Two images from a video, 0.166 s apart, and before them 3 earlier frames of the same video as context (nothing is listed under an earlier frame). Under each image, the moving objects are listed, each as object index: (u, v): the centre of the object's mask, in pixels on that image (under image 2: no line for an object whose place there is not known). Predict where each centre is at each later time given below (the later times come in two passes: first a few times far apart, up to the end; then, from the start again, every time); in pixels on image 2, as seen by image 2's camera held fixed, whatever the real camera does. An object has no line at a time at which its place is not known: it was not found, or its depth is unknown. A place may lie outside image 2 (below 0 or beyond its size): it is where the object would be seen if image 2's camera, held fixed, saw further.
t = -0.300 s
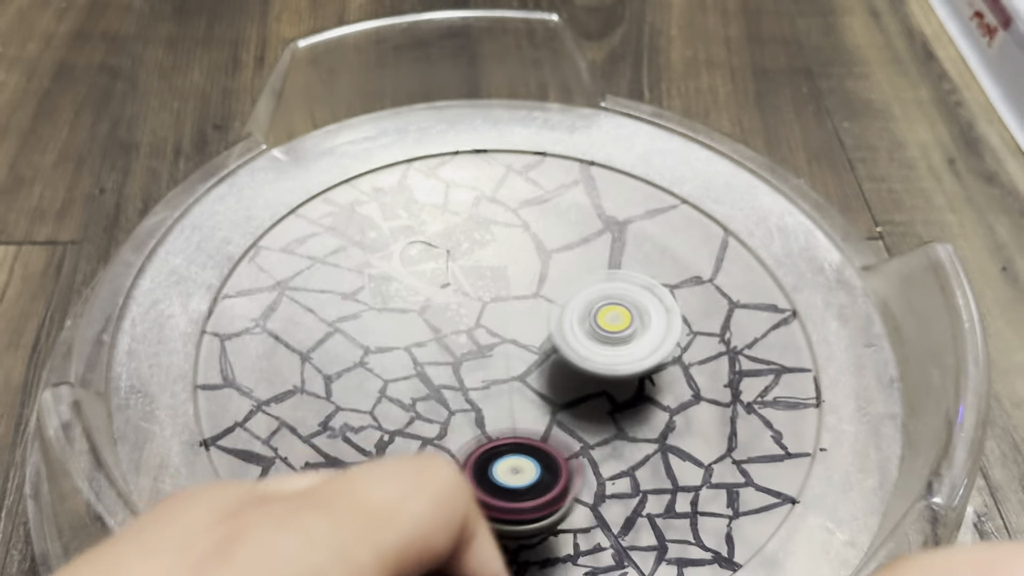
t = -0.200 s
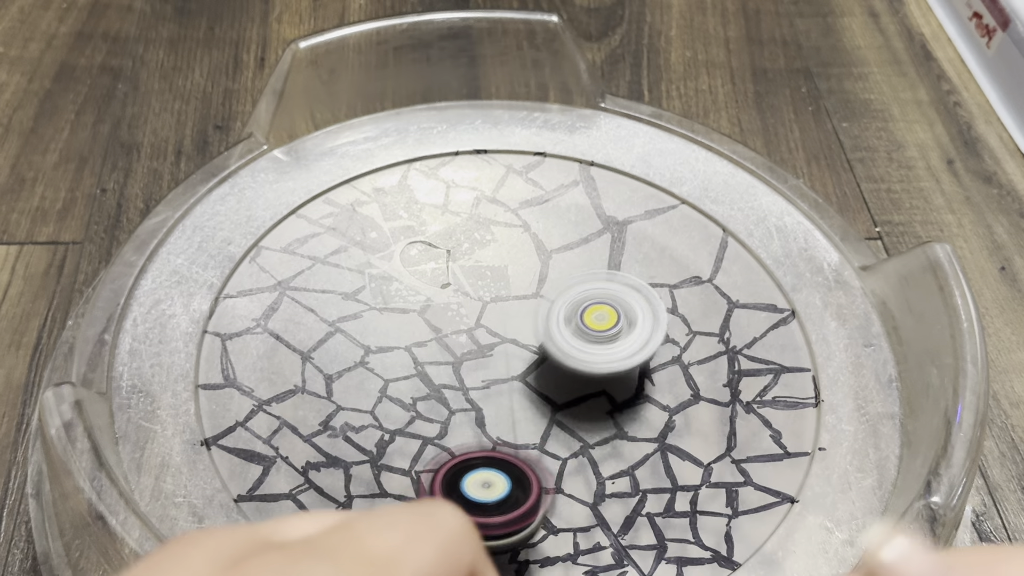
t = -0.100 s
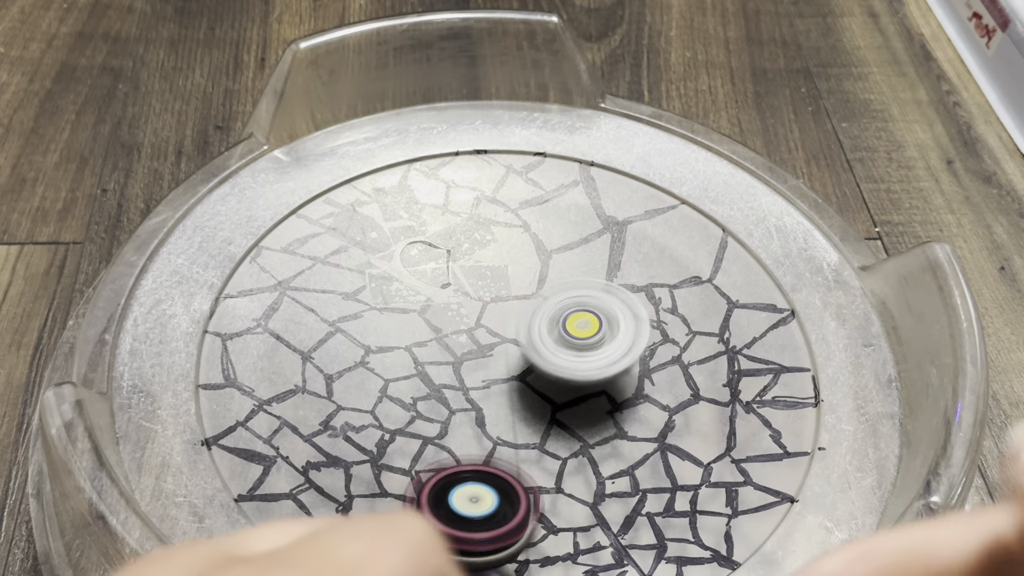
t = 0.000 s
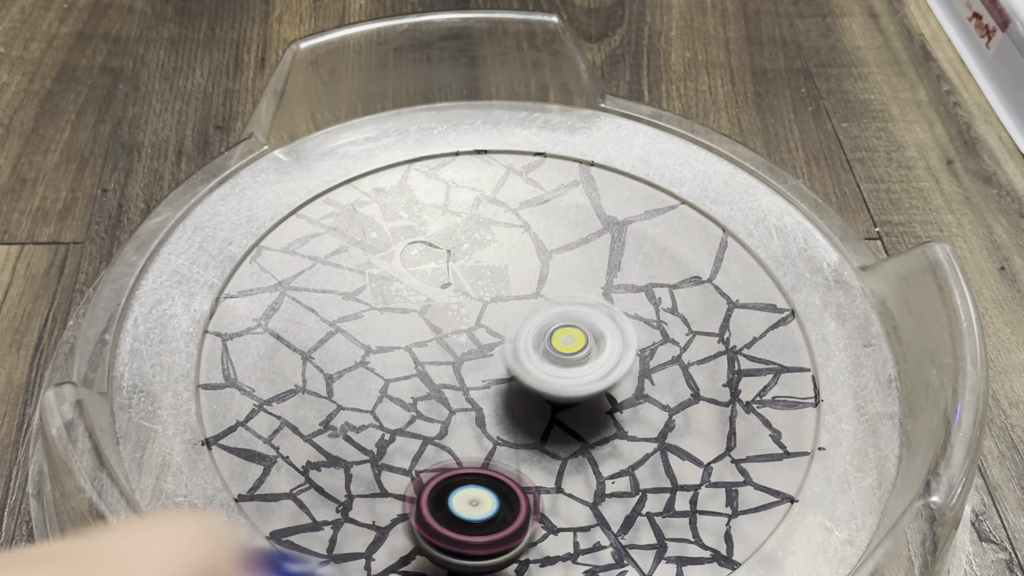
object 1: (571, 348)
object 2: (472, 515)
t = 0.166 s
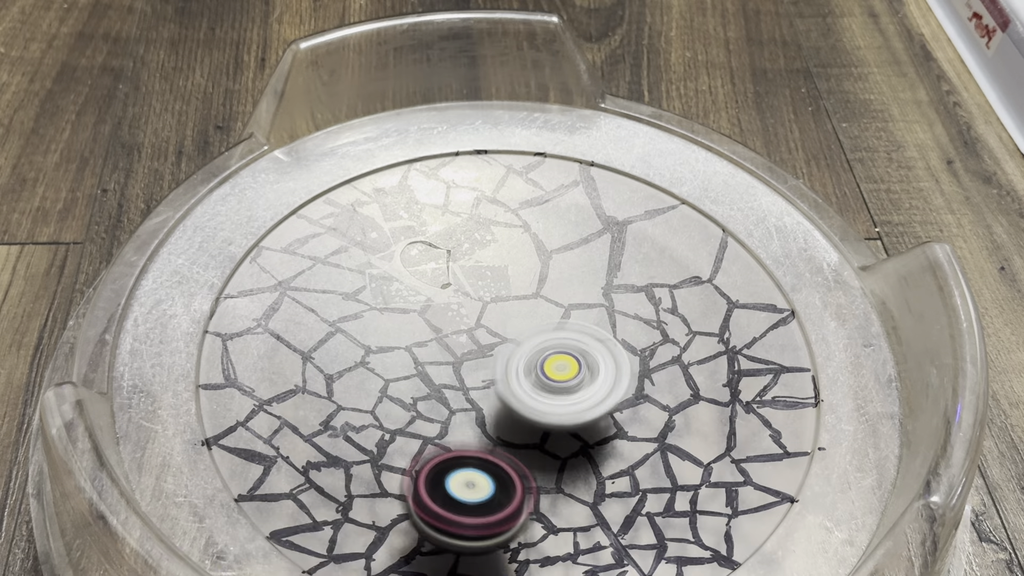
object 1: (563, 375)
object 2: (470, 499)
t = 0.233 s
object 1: (563, 382)
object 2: (462, 483)
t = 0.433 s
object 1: (560, 396)
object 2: (396, 432)
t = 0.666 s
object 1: (539, 398)
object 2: (316, 410)
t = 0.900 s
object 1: (503, 396)
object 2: (318, 412)
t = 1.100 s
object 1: (495, 391)
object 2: (342, 373)
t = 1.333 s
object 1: (485, 365)
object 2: (330, 310)
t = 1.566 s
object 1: (458, 347)
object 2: (312, 288)
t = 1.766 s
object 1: (454, 348)
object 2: (339, 288)
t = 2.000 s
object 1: (498, 339)
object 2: (407, 264)
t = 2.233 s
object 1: (533, 324)
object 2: (431, 215)
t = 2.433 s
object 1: (543, 314)
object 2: (441, 221)
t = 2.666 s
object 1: (558, 331)
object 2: (491, 227)
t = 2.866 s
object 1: (575, 343)
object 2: (532, 237)
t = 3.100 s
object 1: (574, 352)
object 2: (585, 251)
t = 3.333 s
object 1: (555, 370)
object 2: (622, 259)
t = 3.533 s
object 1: (541, 385)
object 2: (637, 277)
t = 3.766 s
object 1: (523, 390)
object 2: (651, 316)
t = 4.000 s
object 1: (501, 385)
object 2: (665, 355)
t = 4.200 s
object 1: (480, 376)
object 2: (663, 383)
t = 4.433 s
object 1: (469, 366)
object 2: (645, 415)
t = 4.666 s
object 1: (468, 348)
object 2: (611, 447)
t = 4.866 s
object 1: (469, 338)
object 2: (579, 463)
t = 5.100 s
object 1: (484, 328)
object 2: (526, 468)
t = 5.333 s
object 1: (498, 317)
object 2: (474, 460)
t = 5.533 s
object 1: (511, 321)
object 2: (435, 447)
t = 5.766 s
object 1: (532, 329)
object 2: (400, 420)
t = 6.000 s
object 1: (545, 336)
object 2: (373, 384)
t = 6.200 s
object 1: (547, 344)
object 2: (364, 355)
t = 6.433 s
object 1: (541, 359)
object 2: (369, 319)
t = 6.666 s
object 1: (534, 370)
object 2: (391, 293)
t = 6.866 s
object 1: (523, 370)
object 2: (419, 270)
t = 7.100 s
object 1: (502, 367)
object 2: (454, 252)
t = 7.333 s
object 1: (489, 364)
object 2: (498, 242)
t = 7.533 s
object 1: (486, 355)
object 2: (542, 251)
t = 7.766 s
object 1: (483, 346)
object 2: (588, 254)
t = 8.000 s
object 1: (490, 340)
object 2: (603, 285)
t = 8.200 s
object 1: (500, 331)
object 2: (649, 326)
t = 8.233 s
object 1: (501, 331)
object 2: (658, 328)
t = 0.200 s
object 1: (563, 379)
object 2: (466, 491)
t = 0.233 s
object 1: (563, 382)
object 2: (462, 483)
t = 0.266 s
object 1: (564, 386)
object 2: (455, 475)
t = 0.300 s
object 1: (564, 388)
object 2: (446, 466)
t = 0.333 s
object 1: (564, 391)
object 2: (437, 457)
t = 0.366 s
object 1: (563, 392)
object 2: (423, 448)
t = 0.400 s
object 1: (562, 394)
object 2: (410, 440)
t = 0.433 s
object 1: (560, 396)
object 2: (396, 432)
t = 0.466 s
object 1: (558, 397)
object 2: (383, 426)
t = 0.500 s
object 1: (556, 398)
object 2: (369, 421)
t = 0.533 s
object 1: (553, 398)
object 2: (354, 414)
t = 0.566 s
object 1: (548, 397)
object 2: (343, 414)
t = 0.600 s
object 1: (547, 398)
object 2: (330, 411)
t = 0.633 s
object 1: (542, 399)
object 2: (322, 410)
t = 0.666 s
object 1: (539, 398)
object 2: (316, 410)
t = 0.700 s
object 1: (532, 397)
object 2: (312, 412)
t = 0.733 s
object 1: (527, 397)
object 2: (310, 413)
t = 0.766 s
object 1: (522, 396)
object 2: (309, 413)
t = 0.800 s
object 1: (517, 396)
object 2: (310, 414)
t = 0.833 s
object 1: (512, 396)
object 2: (312, 414)
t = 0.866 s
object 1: (508, 396)
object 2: (314, 414)
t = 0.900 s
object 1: (503, 396)
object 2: (318, 412)
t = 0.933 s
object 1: (500, 396)
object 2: (323, 410)
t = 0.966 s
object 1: (495, 395)
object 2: (329, 406)
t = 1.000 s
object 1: (491, 395)
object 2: (336, 401)
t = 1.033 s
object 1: (488, 395)
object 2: (343, 394)
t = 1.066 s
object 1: (492, 393)
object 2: (342, 383)
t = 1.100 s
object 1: (495, 391)
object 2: (342, 373)
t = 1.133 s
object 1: (496, 388)
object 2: (342, 364)
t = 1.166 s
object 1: (496, 385)
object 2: (342, 354)
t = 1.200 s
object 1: (496, 381)
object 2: (343, 344)
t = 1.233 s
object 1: (493, 376)
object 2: (341, 336)
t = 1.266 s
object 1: (491, 372)
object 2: (338, 327)
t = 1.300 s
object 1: (488, 369)
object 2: (335, 319)
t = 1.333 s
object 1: (485, 365)
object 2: (330, 310)
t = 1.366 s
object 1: (482, 361)
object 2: (326, 304)
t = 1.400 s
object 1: (478, 358)
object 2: (321, 298)
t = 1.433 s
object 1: (475, 356)
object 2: (318, 294)
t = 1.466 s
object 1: (470, 351)
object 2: (315, 291)
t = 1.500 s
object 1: (465, 349)
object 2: (312, 289)
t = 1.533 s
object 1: (462, 348)
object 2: (312, 288)
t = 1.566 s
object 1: (458, 347)
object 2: (312, 288)
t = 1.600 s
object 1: (455, 347)
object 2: (312, 288)
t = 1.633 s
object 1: (453, 347)
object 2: (316, 289)
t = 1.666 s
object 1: (452, 347)
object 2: (320, 289)
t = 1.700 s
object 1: (452, 347)
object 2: (325, 289)
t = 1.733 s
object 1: (451, 347)
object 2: (333, 290)
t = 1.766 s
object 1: (454, 348)
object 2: (339, 288)
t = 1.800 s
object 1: (460, 350)
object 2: (347, 286)
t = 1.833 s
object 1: (467, 351)
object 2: (356, 285)
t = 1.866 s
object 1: (474, 350)
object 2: (365, 282)
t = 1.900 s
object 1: (481, 349)
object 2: (376, 279)
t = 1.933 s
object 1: (488, 346)
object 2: (387, 275)
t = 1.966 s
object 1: (493, 343)
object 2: (396, 268)
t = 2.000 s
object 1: (498, 339)
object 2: (407, 264)
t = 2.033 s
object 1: (501, 334)
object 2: (414, 256)
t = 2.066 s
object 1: (504, 329)
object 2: (424, 252)
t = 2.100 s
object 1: (509, 328)
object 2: (429, 244)
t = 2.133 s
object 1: (517, 328)
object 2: (429, 233)
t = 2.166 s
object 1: (524, 327)
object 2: (429, 224)
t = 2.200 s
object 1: (529, 326)
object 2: (431, 217)
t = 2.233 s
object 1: (533, 324)
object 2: (431, 215)
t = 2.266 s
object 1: (536, 322)
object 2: (431, 215)
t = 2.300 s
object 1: (540, 320)
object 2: (431, 215)
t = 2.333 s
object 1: (542, 318)
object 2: (432, 215)
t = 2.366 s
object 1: (542, 317)
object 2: (432, 215)
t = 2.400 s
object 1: (543, 316)
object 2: (435, 218)
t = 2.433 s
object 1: (543, 314)
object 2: (441, 221)
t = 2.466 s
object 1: (541, 313)
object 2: (450, 226)
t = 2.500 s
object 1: (540, 312)
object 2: (459, 231)
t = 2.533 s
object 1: (540, 312)
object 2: (465, 233)
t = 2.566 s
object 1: (544, 319)
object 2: (471, 231)
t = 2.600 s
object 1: (549, 324)
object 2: (476, 229)
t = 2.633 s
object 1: (553, 328)
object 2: (483, 227)
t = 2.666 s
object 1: (558, 331)
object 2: (491, 227)
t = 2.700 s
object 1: (561, 333)
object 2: (496, 228)
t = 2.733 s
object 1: (565, 335)
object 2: (504, 232)
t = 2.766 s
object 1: (567, 337)
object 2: (510, 233)
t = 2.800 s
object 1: (570, 339)
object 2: (517, 233)
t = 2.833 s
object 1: (573, 341)
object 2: (524, 235)
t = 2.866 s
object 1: (575, 343)
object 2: (532, 237)
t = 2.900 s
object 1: (576, 344)
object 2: (540, 240)
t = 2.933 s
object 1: (577, 345)
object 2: (547, 243)
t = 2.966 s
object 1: (578, 346)
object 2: (554, 245)
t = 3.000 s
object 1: (578, 348)
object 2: (561, 248)
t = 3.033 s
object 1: (577, 349)
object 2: (570, 249)
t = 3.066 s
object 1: (576, 351)
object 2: (577, 250)
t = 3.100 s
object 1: (574, 352)
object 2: (585, 251)
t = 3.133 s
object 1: (572, 354)
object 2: (592, 254)
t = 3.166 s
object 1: (570, 357)
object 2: (598, 254)
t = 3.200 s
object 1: (567, 359)
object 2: (605, 255)
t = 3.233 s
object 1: (564, 362)
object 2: (609, 256)
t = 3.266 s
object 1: (561, 365)
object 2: (614, 257)
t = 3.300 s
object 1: (558, 368)
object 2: (618, 258)
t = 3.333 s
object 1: (555, 370)
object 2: (622, 259)
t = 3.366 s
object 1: (552, 374)
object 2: (624, 261)
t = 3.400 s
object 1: (549, 376)
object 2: (628, 263)
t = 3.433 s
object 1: (547, 379)
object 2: (629, 266)
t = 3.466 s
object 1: (545, 381)
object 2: (632, 269)
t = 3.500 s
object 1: (543, 382)
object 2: (635, 272)
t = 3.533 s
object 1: (541, 385)
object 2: (637, 277)
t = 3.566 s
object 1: (539, 386)
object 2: (639, 282)
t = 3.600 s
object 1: (536, 388)
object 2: (641, 287)
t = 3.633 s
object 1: (534, 389)
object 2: (643, 292)
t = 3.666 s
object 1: (531, 389)
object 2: (645, 297)
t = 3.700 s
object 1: (528, 390)
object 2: (647, 303)
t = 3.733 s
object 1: (526, 390)
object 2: (649, 310)
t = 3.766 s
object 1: (523, 390)
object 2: (651, 316)
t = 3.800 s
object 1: (520, 390)
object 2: (652, 321)
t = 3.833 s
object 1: (517, 390)
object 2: (655, 328)
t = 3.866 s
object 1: (514, 390)
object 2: (658, 334)
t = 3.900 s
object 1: (511, 389)
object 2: (661, 339)
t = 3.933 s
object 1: (509, 388)
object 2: (662, 345)
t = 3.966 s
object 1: (505, 386)
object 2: (663, 350)
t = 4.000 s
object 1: (501, 385)
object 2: (665, 355)
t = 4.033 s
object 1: (498, 384)
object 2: (667, 360)
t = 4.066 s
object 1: (494, 382)
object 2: (666, 366)
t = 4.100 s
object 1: (491, 380)
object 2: (666, 371)
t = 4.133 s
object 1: (487, 378)
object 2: (664, 374)
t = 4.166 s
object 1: (484, 377)
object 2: (663, 379)
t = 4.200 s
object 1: (480, 376)
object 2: (663, 383)
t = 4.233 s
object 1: (478, 375)
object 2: (662, 389)
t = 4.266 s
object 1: (476, 374)
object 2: (660, 393)
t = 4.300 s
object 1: (473, 373)
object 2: (658, 398)
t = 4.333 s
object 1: (472, 372)
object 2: (655, 403)
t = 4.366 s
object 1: (470, 370)
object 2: (653, 407)
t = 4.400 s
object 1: (470, 368)
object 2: (649, 411)
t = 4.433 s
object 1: (469, 366)
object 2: (645, 415)
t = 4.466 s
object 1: (468, 364)
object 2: (642, 420)
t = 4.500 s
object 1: (468, 362)
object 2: (637, 426)
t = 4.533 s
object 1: (468, 359)
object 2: (631, 429)
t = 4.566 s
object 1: (468, 356)
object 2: (626, 434)
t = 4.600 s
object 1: (468, 353)
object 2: (622, 437)
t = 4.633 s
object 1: (467, 350)
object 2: (617, 442)
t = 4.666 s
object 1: (468, 348)
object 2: (611, 447)
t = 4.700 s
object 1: (467, 346)
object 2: (606, 450)
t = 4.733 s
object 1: (467, 344)
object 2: (602, 454)
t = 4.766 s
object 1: (468, 343)
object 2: (597, 456)
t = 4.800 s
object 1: (468, 341)
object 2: (591, 459)
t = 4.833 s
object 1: (469, 340)
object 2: (586, 462)
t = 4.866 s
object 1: (469, 338)
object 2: (579, 463)
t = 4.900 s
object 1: (471, 336)
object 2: (572, 464)
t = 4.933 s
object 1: (473, 335)
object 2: (566, 465)
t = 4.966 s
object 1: (474, 333)
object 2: (560, 466)
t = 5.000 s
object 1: (476, 332)
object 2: (552, 467)
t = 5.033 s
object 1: (479, 330)
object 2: (543, 469)
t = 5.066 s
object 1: (481, 330)
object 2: (535, 468)
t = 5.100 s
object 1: (484, 328)
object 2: (526, 468)
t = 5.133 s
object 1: (486, 326)
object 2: (519, 468)
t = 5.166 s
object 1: (489, 325)
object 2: (511, 467)
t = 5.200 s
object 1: (491, 324)
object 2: (502, 466)
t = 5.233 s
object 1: (493, 321)
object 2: (495, 465)
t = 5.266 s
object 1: (495, 320)
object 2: (488, 463)
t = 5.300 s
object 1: (497, 319)
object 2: (480, 462)
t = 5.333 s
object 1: (498, 317)
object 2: (474, 460)
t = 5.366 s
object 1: (499, 317)
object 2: (466, 459)
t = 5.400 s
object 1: (501, 316)
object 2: (459, 458)
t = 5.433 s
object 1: (504, 317)
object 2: (453, 455)
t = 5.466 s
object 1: (506, 318)
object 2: (447, 453)
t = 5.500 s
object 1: (509, 320)
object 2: (442, 452)
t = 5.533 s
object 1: (511, 321)
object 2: (435, 447)
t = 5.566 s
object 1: (514, 322)
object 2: (431, 444)
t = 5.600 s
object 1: (517, 323)
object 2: (425, 440)
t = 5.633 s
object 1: (520, 324)
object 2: (420, 436)
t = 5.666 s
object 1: (523, 325)
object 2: (415, 432)
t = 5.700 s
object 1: (526, 327)
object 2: (410, 429)
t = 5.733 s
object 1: (529, 328)
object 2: (404, 425)
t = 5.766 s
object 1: (532, 329)
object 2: (400, 420)
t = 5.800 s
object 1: (535, 329)
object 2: (394, 415)
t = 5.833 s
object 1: (538, 331)
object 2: (392, 411)
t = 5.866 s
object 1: (539, 332)
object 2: (386, 407)
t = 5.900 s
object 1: (541, 332)
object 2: (382, 401)
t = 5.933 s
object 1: (543, 333)
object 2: (379, 395)
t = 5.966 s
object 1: (544, 335)
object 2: (377, 390)
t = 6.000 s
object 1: (545, 336)
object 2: (373, 384)
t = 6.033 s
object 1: (546, 337)
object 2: (373, 380)
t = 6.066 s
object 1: (547, 338)
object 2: (369, 376)
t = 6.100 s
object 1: (547, 339)
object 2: (367, 371)
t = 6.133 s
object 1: (547, 340)
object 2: (365, 365)
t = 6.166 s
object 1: (548, 343)
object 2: (366, 360)
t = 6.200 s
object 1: (547, 344)
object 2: (364, 355)
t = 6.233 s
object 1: (546, 346)
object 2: (364, 350)
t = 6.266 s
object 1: (546, 348)
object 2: (364, 345)
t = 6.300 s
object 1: (544, 350)
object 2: (365, 340)
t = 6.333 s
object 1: (544, 352)
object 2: (365, 335)
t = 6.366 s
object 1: (543, 355)
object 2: (366, 329)
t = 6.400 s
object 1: (542, 357)
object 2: (369, 326)
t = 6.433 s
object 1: (541, 359)
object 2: (369, 319)
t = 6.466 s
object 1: (540, 361)
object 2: (371, 315)
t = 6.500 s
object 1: (539, 362)
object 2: (372, 312)
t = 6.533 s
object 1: (537, 364)
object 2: (375, 307)
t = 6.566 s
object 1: (537, 366)
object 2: (380, 304)
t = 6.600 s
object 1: (536, 367)
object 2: (382, 301)
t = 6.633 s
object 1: (536, 369)
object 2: (386, 298)
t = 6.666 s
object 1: (534, 370)
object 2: (391, 293)
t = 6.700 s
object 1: (532, 370)
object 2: (395, 289)
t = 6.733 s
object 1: (531, 371)
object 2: (397, 283)
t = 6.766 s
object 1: (529, 371)
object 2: (404, 281)
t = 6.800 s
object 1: (528, 371)
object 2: (409, 277)
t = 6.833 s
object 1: (526, 371)
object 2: (412, 272)
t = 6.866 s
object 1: (523, 370)
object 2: (419, 270)
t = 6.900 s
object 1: (520, 369)
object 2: (423, 266)
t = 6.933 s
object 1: (518, 369)
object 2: (427, 263)
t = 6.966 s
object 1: (515, 369)
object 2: (434, 262)
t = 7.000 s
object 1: (511, 368)
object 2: (441, 259)
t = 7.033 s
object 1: (508, 367)
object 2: (448, 258)
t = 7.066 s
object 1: (505, 367)
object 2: (453, 254)
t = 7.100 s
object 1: (502, 367)
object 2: (454, 252)
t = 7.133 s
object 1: (500, 367)
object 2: (459, 249)
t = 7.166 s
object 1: (497, 366)
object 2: (464, 246)
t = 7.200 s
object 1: (495, 366)
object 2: (471, 245)
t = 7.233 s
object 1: (493, 365)
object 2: (476, 243)
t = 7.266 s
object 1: (492, 365)
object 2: (483, 243)
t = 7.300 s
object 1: (490, 365)
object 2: (491, 242)
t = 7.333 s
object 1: (489, 364)
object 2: (498, 242)
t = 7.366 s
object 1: (488, 363)
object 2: (504, 242)
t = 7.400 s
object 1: (488, 361)
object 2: (511, 242)
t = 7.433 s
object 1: (488, 360)
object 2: (518, 243)
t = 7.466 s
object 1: (487, 359)
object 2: (525, 247)
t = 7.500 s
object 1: (487, 357)
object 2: (533, 250)
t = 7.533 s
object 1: (486, 355)
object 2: (542, 251)
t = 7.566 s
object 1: (486, 354)
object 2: (551, 252)
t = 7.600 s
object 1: (485, 352)
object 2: (559, 252)
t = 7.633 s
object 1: (484, 350)
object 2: (567, 253)
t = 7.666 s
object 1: (484, 349)
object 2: (575, 254)
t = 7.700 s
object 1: (483, 348)
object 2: (581, 254)
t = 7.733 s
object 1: (483, 347)
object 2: (585, 254)
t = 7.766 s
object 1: (483, 346)
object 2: (588, 254)
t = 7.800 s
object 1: (484, 345)
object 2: (591, 255)
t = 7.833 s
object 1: (484, 345)
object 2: (593, 256)
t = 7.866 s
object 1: (485, 343)
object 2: (595, 259)
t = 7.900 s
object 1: (485, 343)
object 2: (596, 263)
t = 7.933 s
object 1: (487, 341)
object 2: (597, 268)
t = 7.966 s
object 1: (489, 340)
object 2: (600, 275)
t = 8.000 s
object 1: (490, 340)
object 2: (603, 285)
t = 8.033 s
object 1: (492, 338)
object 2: (607, 294)
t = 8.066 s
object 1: (494, 337)
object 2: (615, 301)
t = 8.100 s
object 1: (495, 335)
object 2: (622, 309)
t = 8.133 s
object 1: (496, 335)
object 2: (631, 315)
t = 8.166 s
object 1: (498, 333)
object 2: (641, 321)
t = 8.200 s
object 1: (500, 331)
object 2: (649, 326)
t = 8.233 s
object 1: (501, 331)
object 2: (658, 328)
